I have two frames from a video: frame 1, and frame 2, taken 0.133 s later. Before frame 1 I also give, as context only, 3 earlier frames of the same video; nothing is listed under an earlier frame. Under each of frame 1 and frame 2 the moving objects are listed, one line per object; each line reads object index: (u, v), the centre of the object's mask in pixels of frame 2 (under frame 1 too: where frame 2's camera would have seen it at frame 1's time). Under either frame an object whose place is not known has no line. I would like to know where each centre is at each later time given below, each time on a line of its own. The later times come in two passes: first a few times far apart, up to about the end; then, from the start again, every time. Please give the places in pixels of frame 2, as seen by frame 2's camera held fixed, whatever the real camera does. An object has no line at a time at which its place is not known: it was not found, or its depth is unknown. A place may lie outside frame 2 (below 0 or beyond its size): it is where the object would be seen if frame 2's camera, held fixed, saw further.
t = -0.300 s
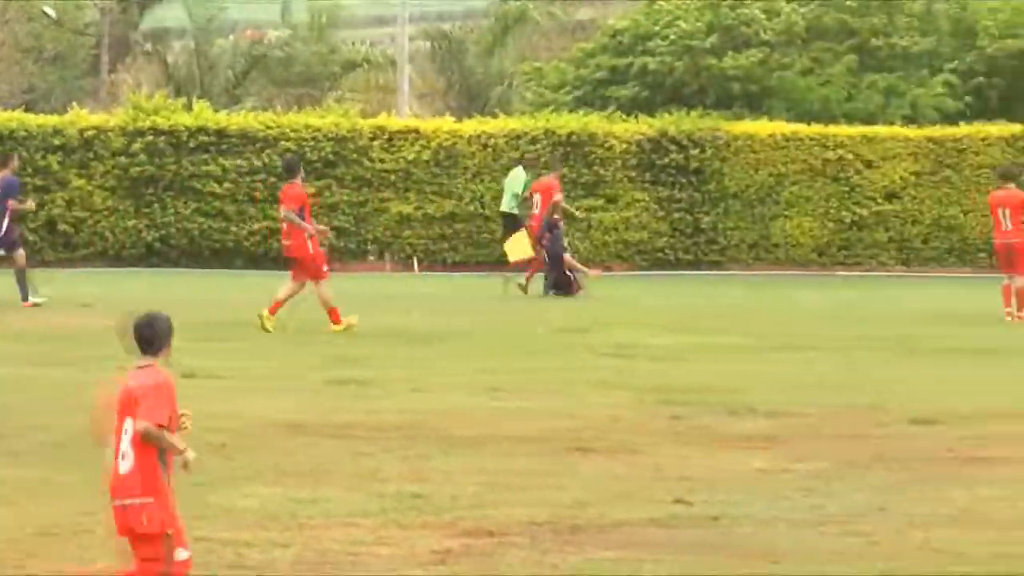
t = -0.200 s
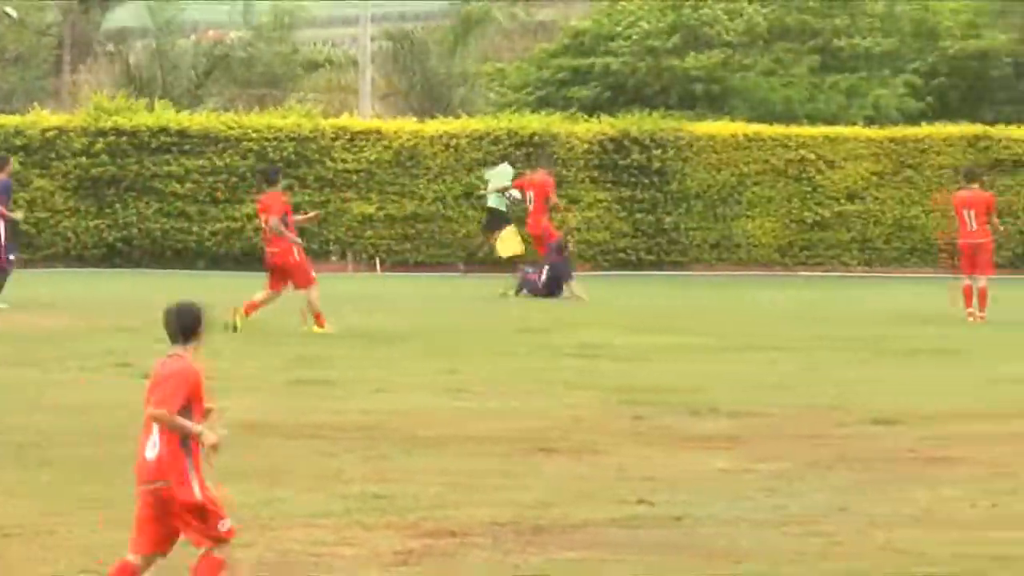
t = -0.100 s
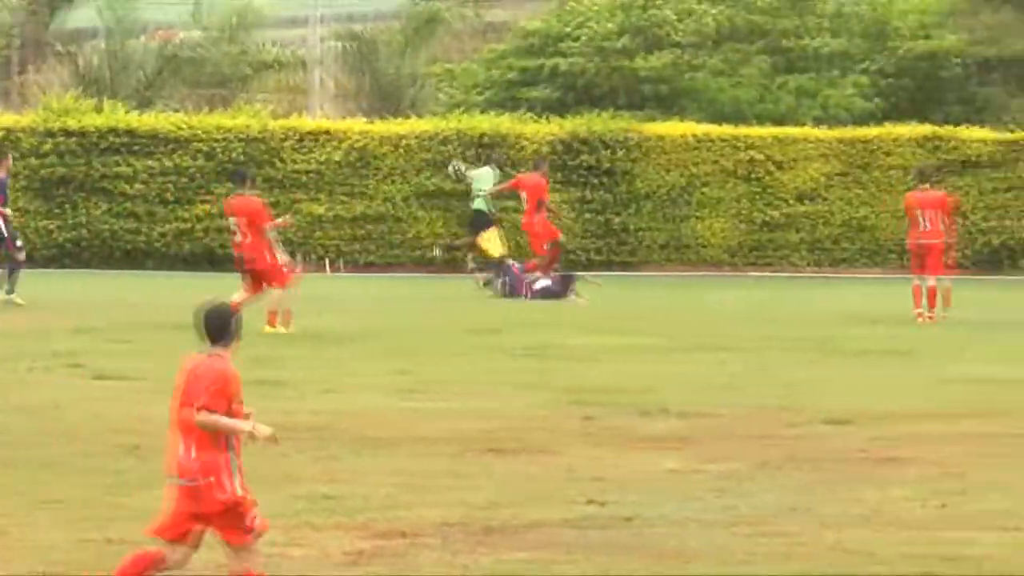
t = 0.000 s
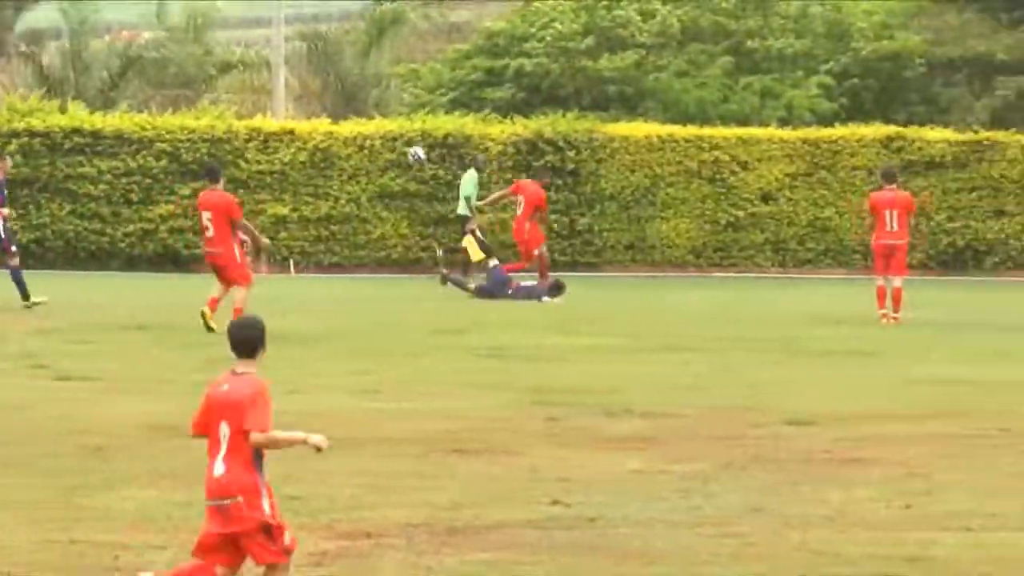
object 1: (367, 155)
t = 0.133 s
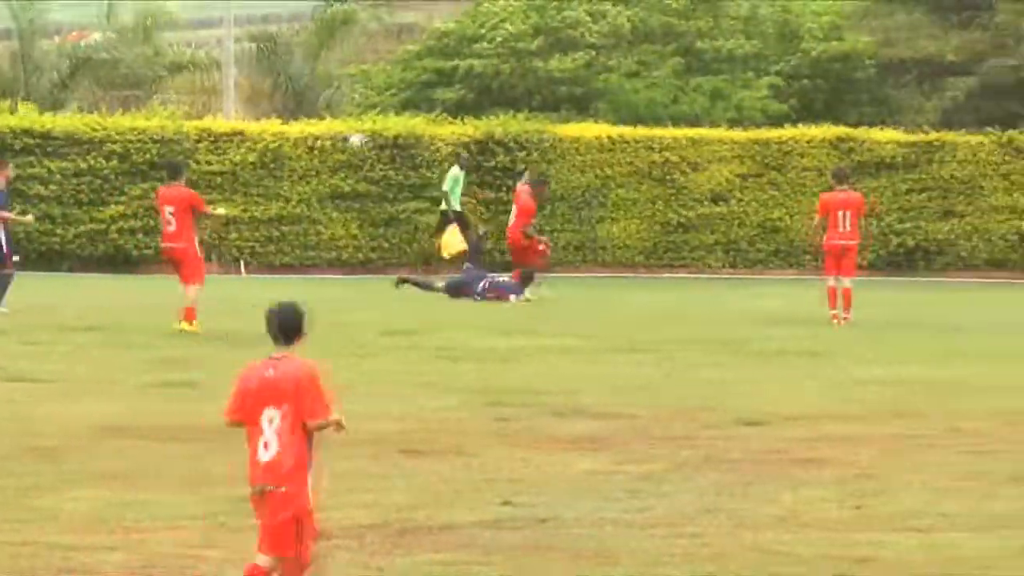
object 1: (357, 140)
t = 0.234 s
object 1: (358, 137)
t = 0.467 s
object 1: (348, 143)
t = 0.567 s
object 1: (346, 152)
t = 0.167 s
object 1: (355, 136)
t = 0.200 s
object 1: (354, 137)
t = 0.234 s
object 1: (358, 137)
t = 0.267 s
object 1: (356, 136)
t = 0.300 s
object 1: (355, 135)
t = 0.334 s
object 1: (354, 136)
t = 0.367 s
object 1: (352, 138)
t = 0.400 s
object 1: (350, 139)
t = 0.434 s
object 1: (349, 140)
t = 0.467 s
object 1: (348, 143)
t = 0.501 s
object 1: (347, 145)
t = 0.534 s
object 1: (346, 150)
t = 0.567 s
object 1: (346, 152)
